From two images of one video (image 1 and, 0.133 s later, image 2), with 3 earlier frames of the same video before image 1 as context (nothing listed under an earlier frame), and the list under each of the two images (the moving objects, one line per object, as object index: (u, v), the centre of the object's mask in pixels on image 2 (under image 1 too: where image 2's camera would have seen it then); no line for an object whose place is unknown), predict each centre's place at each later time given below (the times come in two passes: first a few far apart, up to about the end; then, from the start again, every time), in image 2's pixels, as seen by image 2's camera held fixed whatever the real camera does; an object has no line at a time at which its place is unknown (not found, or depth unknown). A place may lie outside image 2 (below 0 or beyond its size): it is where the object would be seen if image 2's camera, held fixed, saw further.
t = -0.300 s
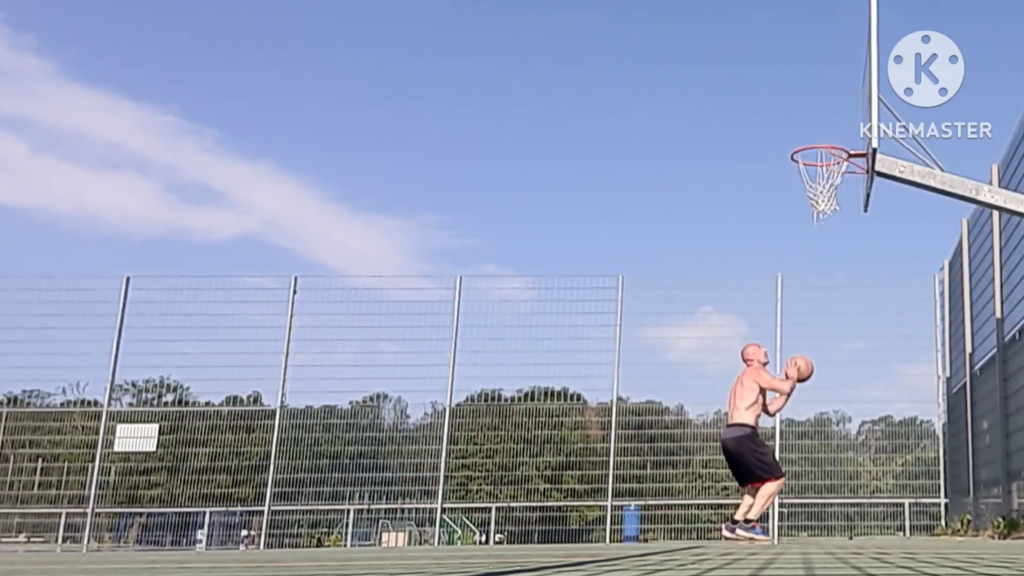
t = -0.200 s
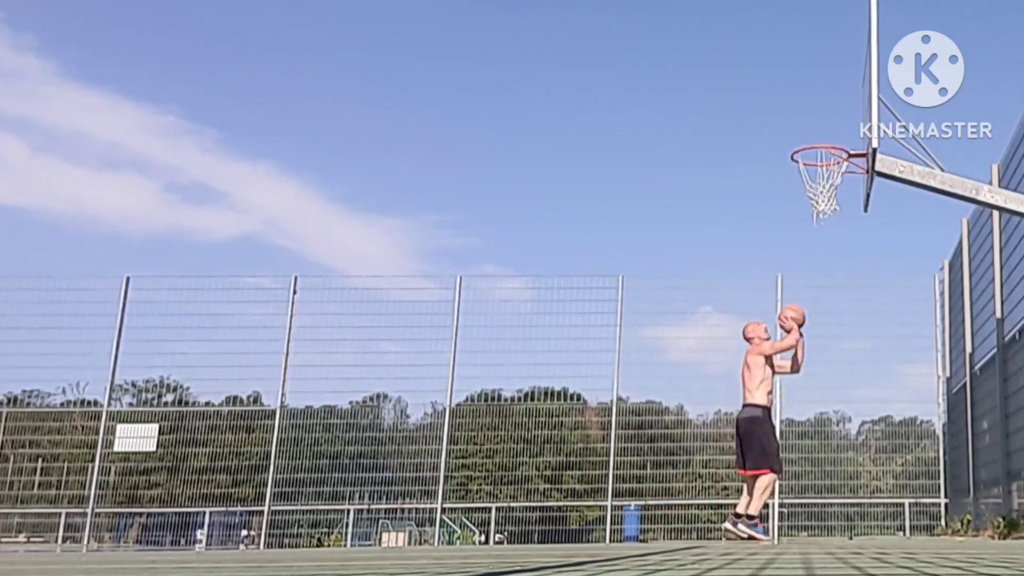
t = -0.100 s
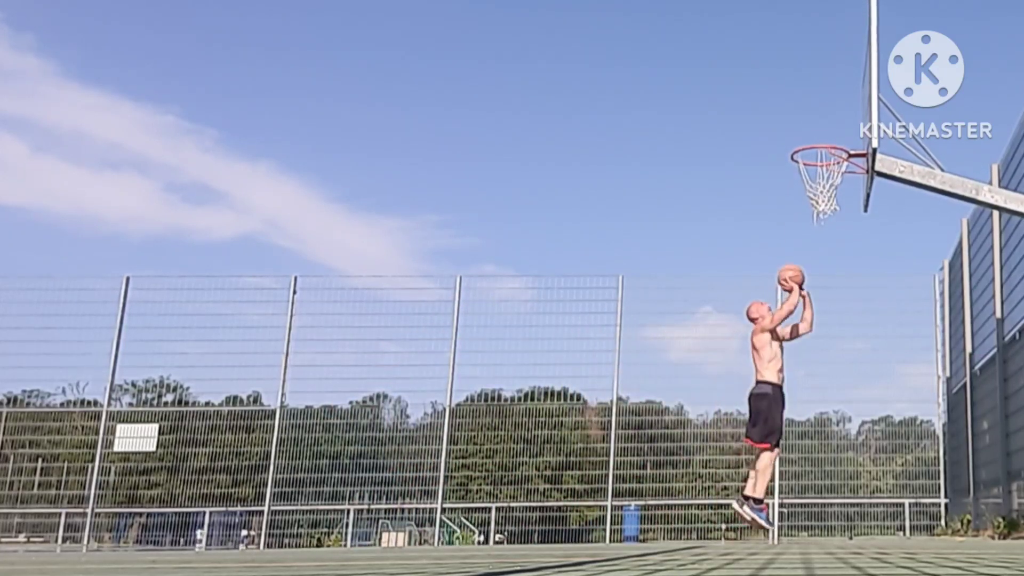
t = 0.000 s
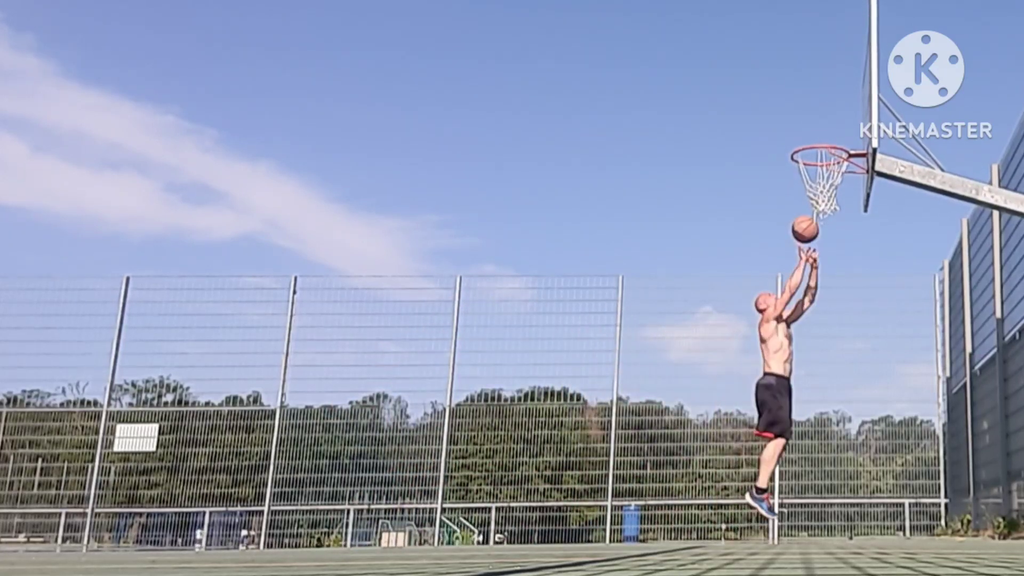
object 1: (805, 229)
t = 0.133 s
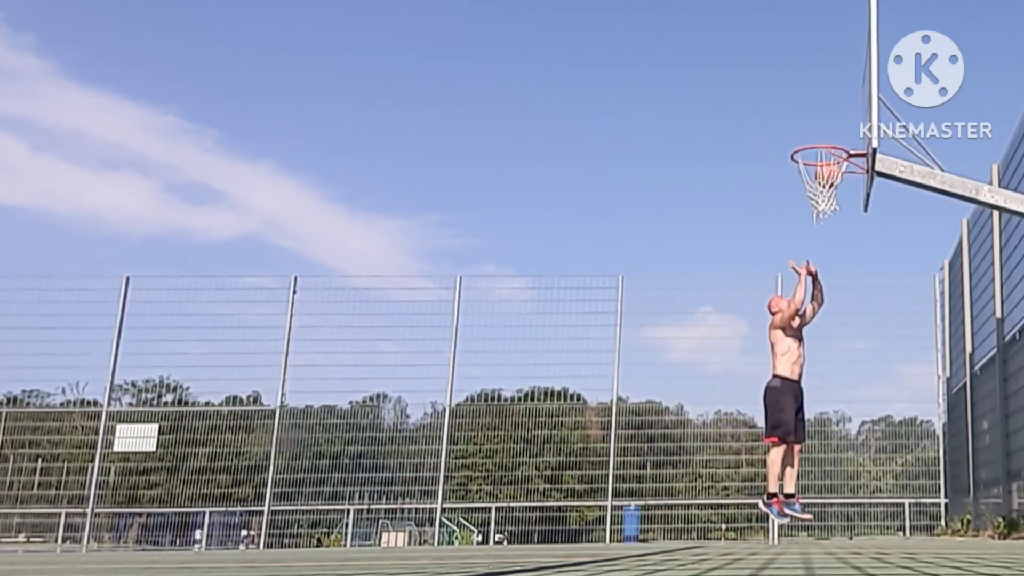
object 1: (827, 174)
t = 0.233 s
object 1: (847, 141)
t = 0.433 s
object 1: (828, 135)
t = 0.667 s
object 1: (818, 167)
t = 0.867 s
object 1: (833, 200)
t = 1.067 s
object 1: (844, 254)
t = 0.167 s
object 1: (835, 162)
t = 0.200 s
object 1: (839, 152)
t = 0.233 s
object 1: (847, 141)
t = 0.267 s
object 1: (852, 138)
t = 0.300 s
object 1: (848, 135)
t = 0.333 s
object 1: (843, 134)
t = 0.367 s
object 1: (838, 133)
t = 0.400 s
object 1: (833, 134)
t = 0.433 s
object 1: (828, 135)
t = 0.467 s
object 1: (823, 138)
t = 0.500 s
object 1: (817, 144)
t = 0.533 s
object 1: (812, 151)
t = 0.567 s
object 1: (810, 155)
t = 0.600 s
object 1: (813, 160)
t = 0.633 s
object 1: (816, 162)
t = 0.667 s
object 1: (818, 167)
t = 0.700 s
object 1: (820, 173)
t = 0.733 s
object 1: (824, 179)
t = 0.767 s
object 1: (826, 184)
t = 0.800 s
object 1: (830, 196)
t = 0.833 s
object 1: (832, 197)
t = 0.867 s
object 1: (833, 200)
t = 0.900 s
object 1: (834, 204)
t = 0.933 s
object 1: (836, 210)
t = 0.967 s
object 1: (838, 219)
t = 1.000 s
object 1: (840, 229)
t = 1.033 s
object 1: (842, 241)
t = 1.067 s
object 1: (844, 254)
